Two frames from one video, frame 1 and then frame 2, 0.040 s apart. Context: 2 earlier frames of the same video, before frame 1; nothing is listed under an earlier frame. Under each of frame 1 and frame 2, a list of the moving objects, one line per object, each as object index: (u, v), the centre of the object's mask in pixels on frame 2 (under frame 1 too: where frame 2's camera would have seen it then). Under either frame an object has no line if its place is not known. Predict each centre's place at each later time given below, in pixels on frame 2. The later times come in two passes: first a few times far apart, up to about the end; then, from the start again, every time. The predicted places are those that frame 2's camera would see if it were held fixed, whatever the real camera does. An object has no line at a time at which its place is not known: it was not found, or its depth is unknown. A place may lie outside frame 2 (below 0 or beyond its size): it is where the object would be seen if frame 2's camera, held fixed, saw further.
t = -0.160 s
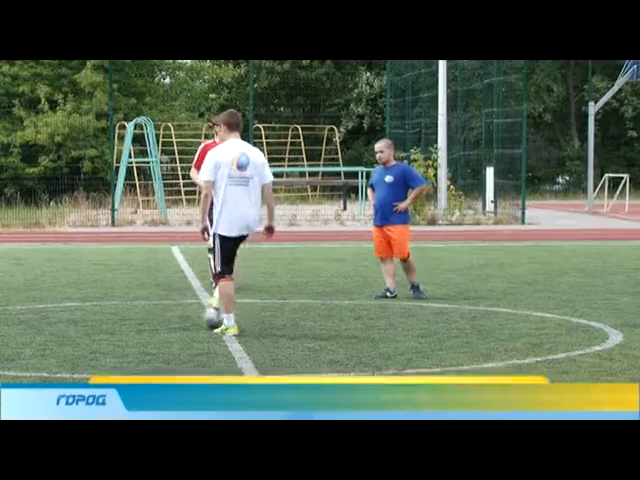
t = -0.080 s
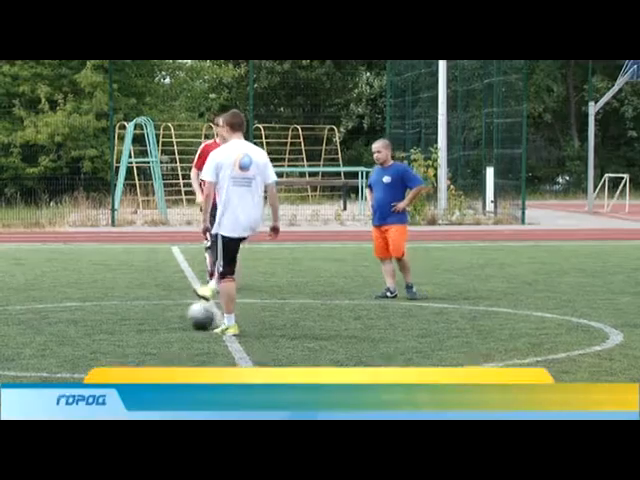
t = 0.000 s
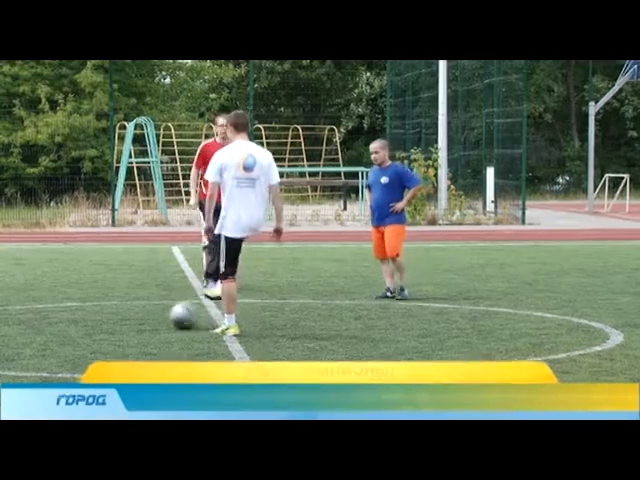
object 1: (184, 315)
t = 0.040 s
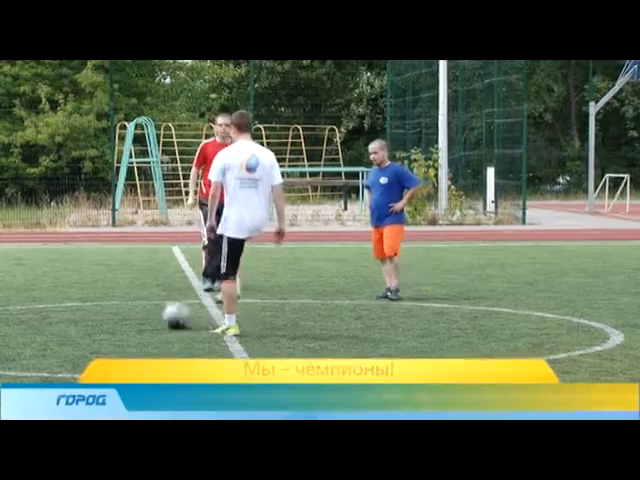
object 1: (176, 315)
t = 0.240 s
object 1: (135, 313)
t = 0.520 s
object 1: (84, 312)
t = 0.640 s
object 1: (64, 312)
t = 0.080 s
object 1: (168, 314)
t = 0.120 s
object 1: (160, 314)
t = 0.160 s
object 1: (151, 314)
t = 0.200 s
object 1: (144, 314)
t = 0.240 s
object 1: (135, 313)
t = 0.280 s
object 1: (125, 313)
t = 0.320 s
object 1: (116, 313)
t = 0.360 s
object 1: (108, 313)
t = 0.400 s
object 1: (100, 313)
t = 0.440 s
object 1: (97, 313)
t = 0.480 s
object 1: (92, 312)
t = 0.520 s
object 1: (84, 312)
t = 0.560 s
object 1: (77, 312)
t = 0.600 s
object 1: (70, 312)
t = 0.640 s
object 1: (64, 312)
